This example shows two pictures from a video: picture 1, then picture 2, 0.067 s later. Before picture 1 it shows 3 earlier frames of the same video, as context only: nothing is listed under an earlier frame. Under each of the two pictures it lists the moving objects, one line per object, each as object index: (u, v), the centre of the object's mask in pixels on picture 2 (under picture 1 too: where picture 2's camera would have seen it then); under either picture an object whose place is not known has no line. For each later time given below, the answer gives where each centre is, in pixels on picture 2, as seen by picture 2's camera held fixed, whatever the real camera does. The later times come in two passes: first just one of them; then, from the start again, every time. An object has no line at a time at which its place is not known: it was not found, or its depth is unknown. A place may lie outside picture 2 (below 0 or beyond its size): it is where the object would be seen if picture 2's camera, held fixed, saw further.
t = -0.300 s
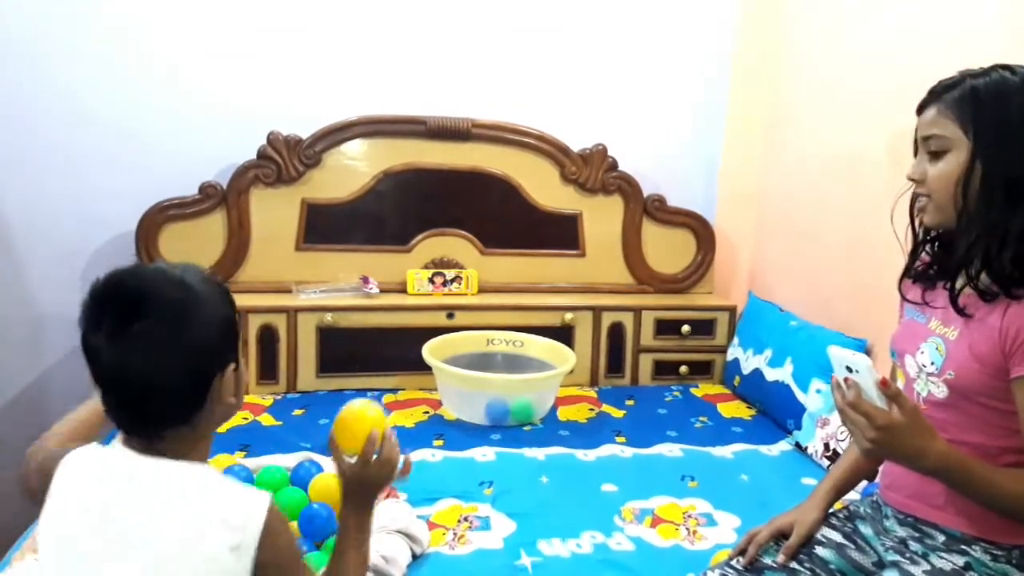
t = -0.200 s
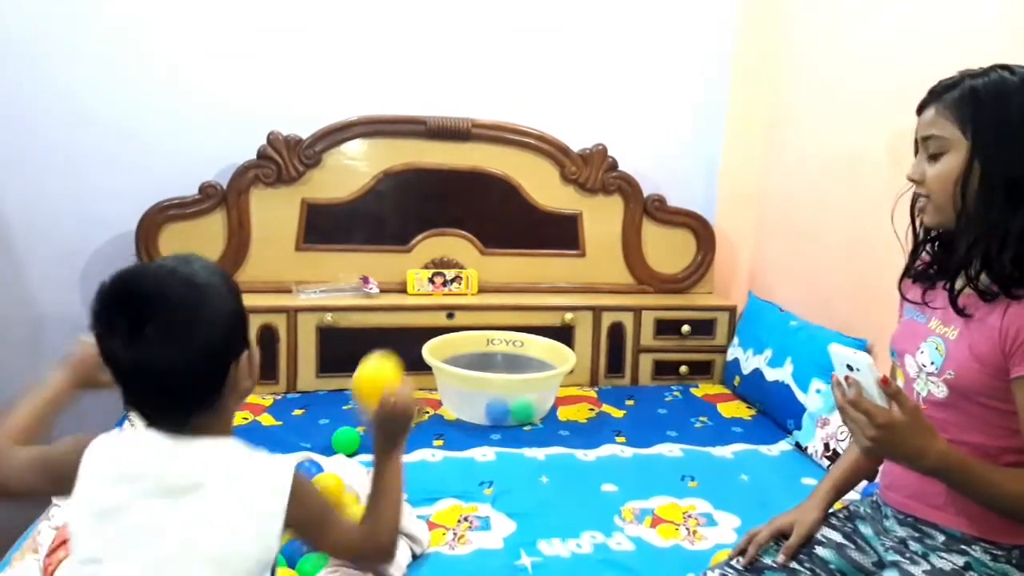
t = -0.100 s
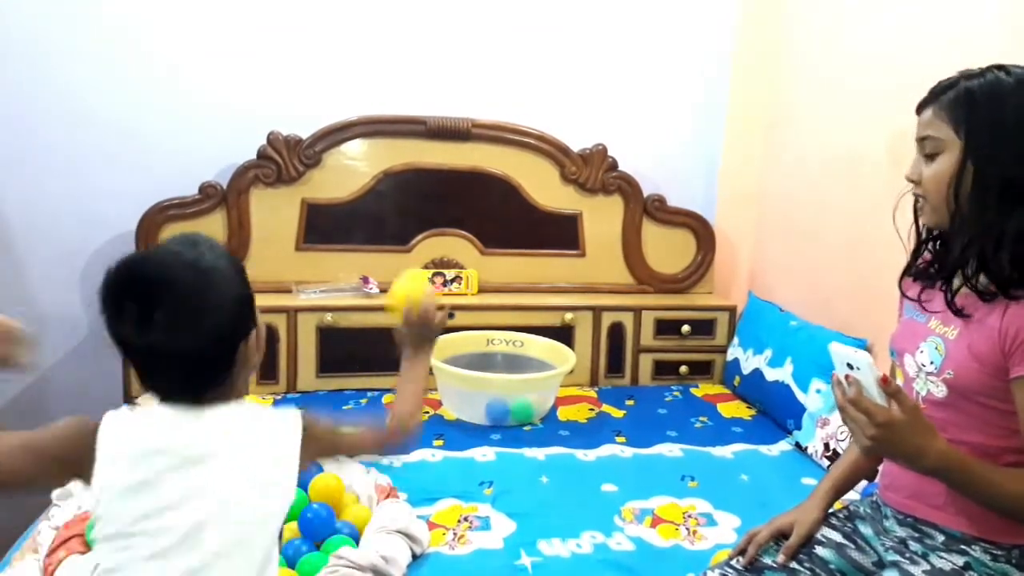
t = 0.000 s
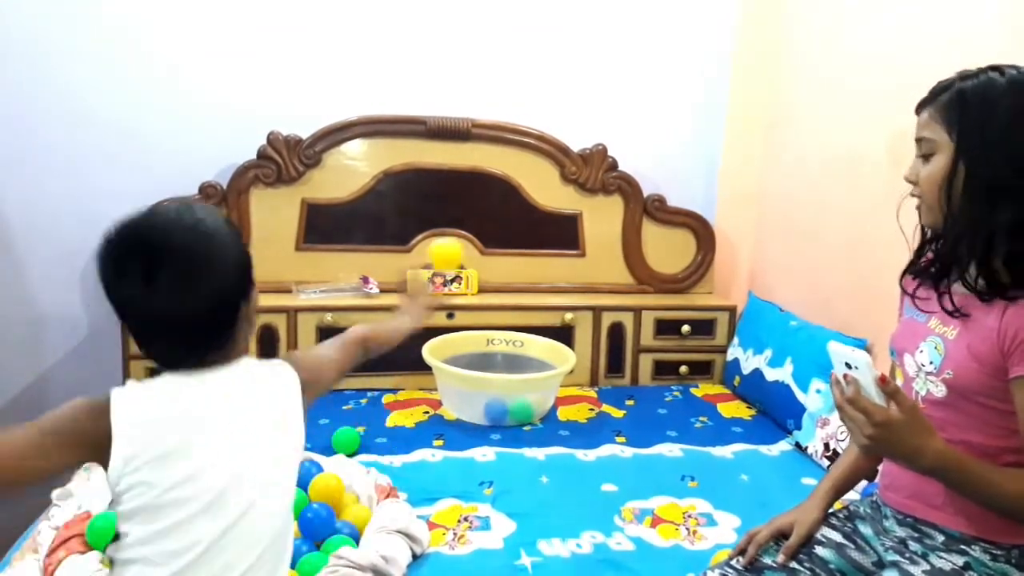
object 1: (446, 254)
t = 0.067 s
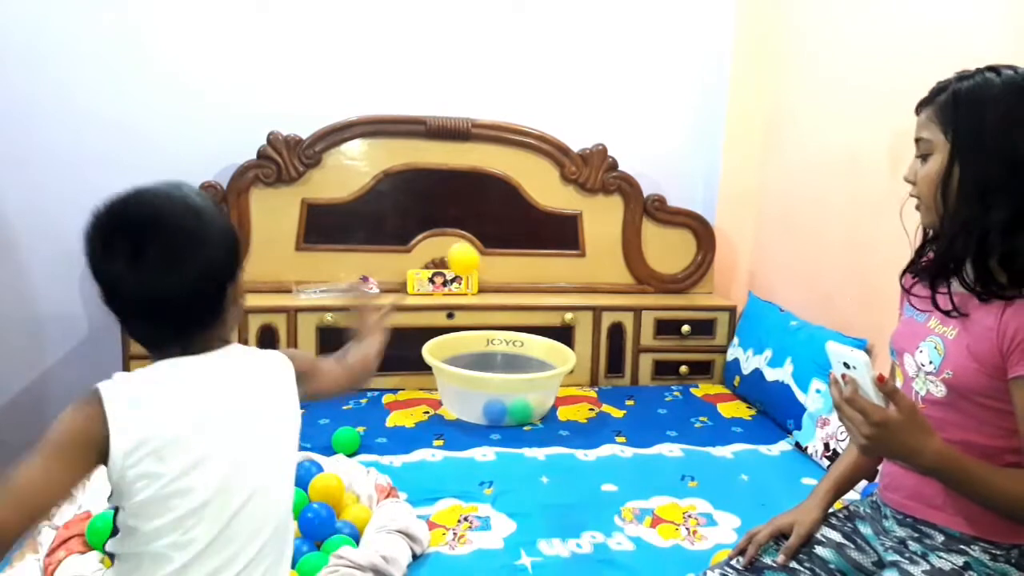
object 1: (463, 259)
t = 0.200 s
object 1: (488, 316)
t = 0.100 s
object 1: (471, 267)
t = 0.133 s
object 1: (477, 280)
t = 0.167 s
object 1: (484, 297)
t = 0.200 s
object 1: (488, 316)
